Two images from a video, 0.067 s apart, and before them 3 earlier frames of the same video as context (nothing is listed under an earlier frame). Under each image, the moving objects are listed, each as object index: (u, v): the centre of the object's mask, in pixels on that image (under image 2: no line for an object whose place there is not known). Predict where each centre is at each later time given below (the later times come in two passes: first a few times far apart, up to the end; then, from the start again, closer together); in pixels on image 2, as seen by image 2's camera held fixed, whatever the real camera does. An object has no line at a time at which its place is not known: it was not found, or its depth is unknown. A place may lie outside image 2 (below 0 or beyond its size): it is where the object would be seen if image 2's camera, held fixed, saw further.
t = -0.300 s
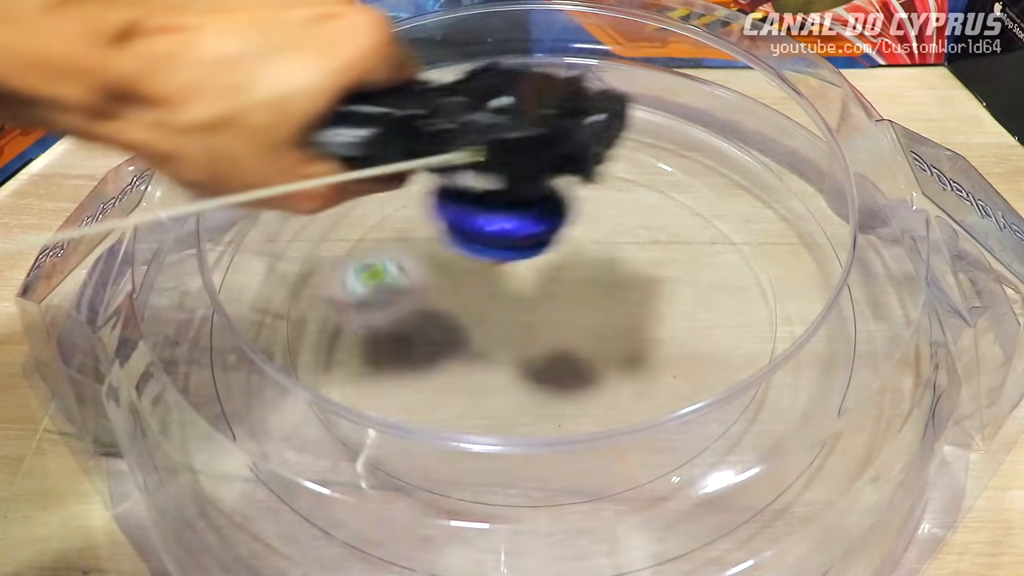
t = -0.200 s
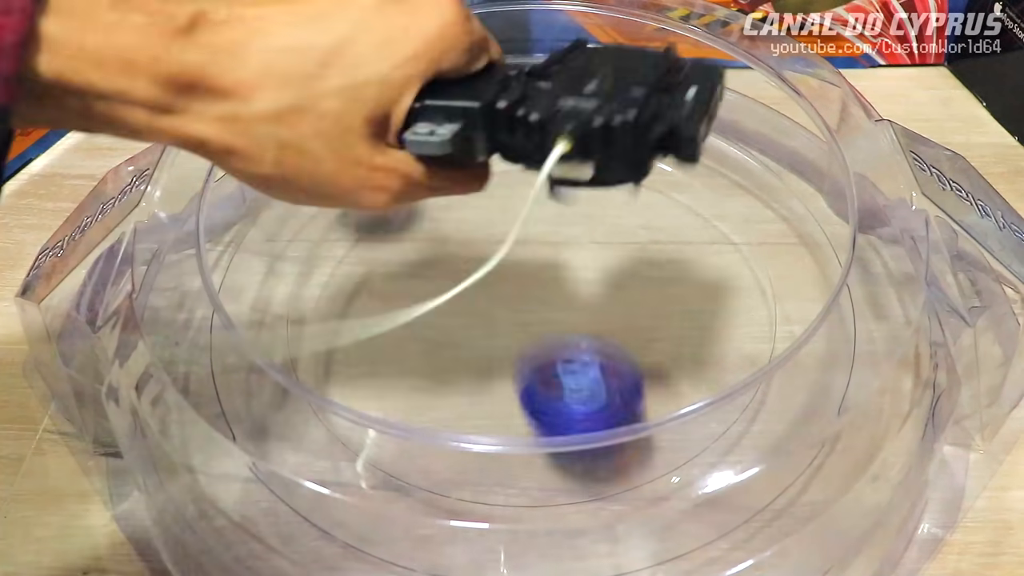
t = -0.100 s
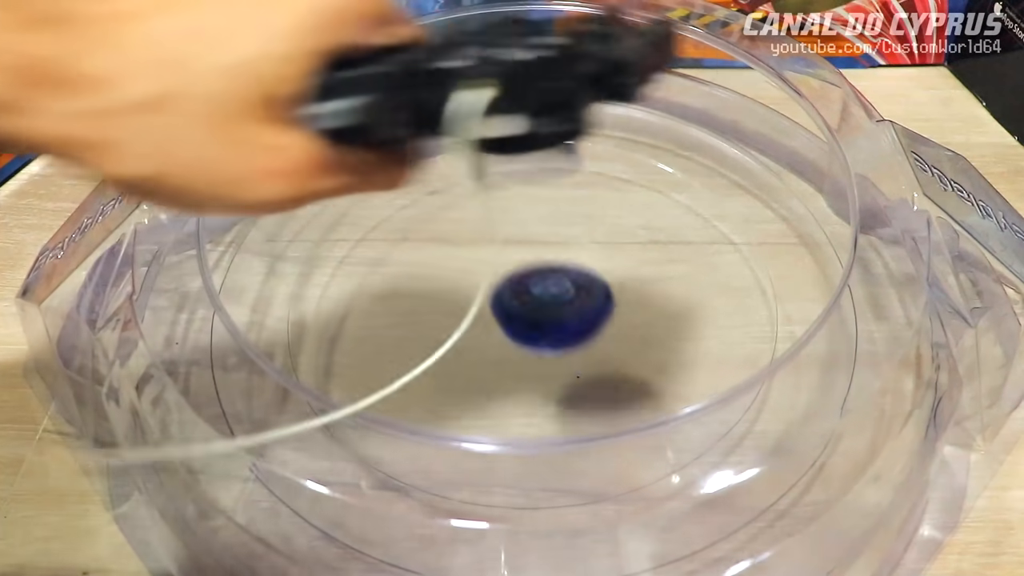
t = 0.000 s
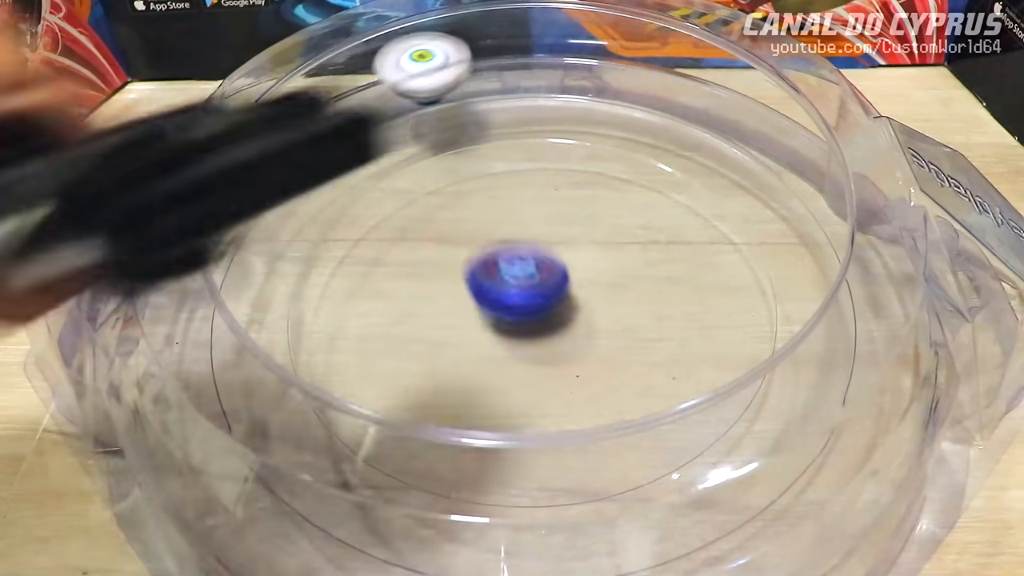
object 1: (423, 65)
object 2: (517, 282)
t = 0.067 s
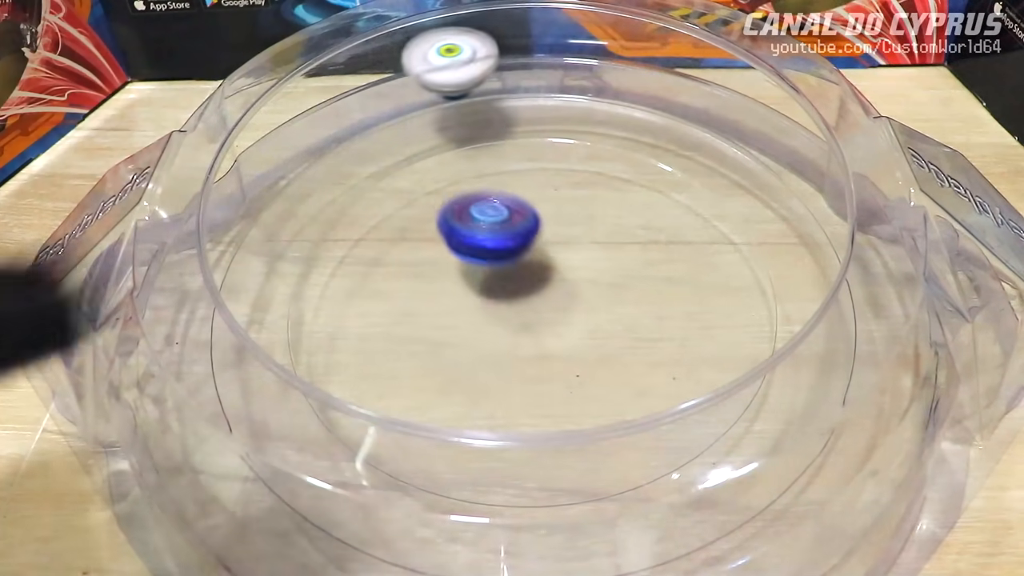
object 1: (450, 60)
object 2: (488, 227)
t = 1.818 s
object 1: (710, 370)
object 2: (440, 82)
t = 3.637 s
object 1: (429, 152)
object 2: (842, 276)
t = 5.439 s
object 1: (521, 385)
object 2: (259, 428)
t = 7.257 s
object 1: (652, 387)
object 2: (482, 107)
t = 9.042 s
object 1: (421, 89)
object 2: (448, 268)
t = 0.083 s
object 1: (457, 59)
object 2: (482, 223)
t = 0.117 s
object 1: (470, 58)
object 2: (472, 223)
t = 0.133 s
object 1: (477, 57)
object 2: (466, 215)
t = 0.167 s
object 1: (490, 56)
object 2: (455, 208)
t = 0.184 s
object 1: (496, 57)
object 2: (450, 203)
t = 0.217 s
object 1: (509, 57)
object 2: (439, 199)
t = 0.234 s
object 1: (515, 58)
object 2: (434, 203)
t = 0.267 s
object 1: (528, 58)
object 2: (423, 203)
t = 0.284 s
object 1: (536, 59)
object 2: (418, 207)
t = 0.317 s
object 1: (554, 63)
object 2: (407, 213)
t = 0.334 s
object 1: (565, 66)
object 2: (401, 218)
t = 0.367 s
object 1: (589, 77)
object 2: (389, 228)
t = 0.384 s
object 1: (601, 83)
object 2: (383, 233)
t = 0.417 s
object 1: (618, 92)
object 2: (369, 247)
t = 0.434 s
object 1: (625, 97)
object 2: (360, 253)
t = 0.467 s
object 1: (638, 108)
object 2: (341, 268)
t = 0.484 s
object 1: (644, 114)
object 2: (331, 275)
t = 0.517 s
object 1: (656, 126)
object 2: (310, 291)
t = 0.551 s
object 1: (669, 146)
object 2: (292, 308)
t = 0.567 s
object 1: (676, 159)
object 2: (289, 317)
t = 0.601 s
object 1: (688, 191)
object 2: (280, 336)
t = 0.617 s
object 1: (695, 208)
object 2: (275, 344)
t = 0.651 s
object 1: (707, 249)
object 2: (266, 354)
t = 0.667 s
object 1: (709, 272)
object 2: (257, 359)
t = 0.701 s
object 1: (703, 321)
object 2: (251, 359)
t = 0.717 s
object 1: (693, 342)
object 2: (247, 356)
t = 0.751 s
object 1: (656, 390)
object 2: (240, 347)
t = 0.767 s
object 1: (635, 412)
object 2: (237, 340)
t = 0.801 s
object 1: (576, 447)
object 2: (231, 322)
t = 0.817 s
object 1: (538, 457)
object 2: (228, 312)
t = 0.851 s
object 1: (460, 466)
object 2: (222, 289)
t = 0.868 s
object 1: (419, 482)
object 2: (218, 277)
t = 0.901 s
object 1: (356, 482)
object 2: (224, 259)
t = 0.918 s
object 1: (331, 481)
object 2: (231, 252)
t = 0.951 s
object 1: (289, 472)
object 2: (245, 237)
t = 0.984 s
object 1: (263, 455)
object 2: (247, 221)
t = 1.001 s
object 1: (243, 446)
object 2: (249, 214)
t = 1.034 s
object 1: (216, 427)
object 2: (253, 206)
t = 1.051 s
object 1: (203, 420)
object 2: (256, 204)
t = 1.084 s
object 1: (186, 409)
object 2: (262, 199)
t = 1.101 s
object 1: (181, 403)
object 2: (265, 195)
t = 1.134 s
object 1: (183, 385)
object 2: (269, 185)
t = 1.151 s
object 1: (185, 376)
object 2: (271, 181)
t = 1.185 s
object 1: (186, 362)
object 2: (274, 178)
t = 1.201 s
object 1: (189, 353)
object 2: (276, 179)
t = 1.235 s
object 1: (194, 338)
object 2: (278, 180)
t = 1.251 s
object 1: (202, 327)
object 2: (280, 179)
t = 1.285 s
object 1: (217, 307)
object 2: (284, 173)
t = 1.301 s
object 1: (224, 298)
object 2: (287, 169)
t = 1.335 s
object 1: (241, 284)
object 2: (291, 161)
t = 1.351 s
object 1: (243, 277)
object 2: (293, 159)
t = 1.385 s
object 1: (260, 263)
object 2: (298, 160)
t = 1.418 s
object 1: (270, 251)
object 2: (302, 160)
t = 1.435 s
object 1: (278, 244)
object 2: (304, 158)
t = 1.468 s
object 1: (295, 231)
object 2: (311, 151)
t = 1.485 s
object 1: (306, 224)
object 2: (316, 145)
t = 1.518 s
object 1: (333, 211)
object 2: (324, 136)
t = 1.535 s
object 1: (349, 203)
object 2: (328, 132)
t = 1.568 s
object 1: (391, 206)
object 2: (333, 117)
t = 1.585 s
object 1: (421, 221)
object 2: (335, 98)
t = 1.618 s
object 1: (479, 245)
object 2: (349, 90)
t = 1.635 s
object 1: (508, 254)
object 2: (358, 87)
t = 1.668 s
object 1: (562, 271)
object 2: (372, 79)
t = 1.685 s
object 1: (584, 280)
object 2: (383, 85)
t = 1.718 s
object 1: (625, 299)
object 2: (400, 81)
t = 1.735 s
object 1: (643, 311)
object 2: (409, 80)
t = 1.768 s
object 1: (675, 333)
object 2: (425, 81)
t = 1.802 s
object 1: (691, 352)
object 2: (435, 80)
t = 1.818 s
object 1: (710, 370)
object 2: (440, 82)
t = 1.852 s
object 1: (724, 403)
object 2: (451, 91)
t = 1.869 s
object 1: (727, 418)
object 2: (457, 91)
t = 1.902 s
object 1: (748, 455)
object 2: (470, 93)
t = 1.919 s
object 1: (754, 465)
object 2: (476, 91)
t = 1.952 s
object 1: (760, 473)
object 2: (490, 87)
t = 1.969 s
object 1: (762, 483)
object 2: (498, 83)
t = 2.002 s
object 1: (764, 504)
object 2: (514, 75)
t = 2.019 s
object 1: (764, 505)
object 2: (521, 72)
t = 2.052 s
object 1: (759, 507)
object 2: (532, 77)
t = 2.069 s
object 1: (760, 507)
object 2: (537, 76)
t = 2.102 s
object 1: (760, 510)
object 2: (549, 76)
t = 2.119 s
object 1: (757, 509)
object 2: (555, 75)
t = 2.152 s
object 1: (752, 507)
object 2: (561, 75)
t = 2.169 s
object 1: (749, 506)
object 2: (562, 76)
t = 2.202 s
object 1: (738, 498)
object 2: (563, 79)
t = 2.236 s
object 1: (728, 495)
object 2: (569, 80)
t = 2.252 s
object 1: (716, 495)
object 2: (574, 79)
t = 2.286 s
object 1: (690, 492)
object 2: (585, 77)
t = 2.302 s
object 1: (682, 486)
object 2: (590, 77)
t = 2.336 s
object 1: (666, 479)
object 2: (593, 79)
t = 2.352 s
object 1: (658, 469)
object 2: (594, 81)
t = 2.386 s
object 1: (646, 454)
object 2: (600, 83)
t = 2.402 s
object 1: (639, 448)
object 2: (604, 83)
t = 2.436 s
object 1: (621, 437)
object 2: (618, 83)
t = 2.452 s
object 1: (607, 429)
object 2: (624, 83)
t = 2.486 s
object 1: (576, 415)
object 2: (631, 84)
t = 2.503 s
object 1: (557, 398)
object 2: (632, 85)
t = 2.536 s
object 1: (521, 390)
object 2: (629, 87)
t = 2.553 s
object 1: (504, 383)
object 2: (627, 87)
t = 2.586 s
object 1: (473, 359)
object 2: (627, 89)
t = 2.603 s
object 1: (464, 344)
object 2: (630, 90)
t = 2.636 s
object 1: (450, 312)
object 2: (640, 93)
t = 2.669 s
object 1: (450, 278)
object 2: (655, 96)
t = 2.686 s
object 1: (454, 260)
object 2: (664, 97)
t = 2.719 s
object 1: (469, 228)
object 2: (682, 100)
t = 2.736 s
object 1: (480, 216)
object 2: (689, 102)
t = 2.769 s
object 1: (505, 193)
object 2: (695, 106)
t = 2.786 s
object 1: (519, 184)
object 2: (696, 108)
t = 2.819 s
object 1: (549, 171)
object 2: (699, 113)
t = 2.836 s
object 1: (565, 165)
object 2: (703, 115)
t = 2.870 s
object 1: (593, 161)
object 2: (715, 120)
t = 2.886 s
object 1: (606, 160)
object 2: (722, 123)
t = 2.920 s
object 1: (634, 161)
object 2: (739, 129)
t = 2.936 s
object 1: (645, 163)
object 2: (746, 131)
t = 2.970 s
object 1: (663, 173)
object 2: (757, 136)
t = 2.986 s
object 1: (661, 183)
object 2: (758, 139)
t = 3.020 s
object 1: (659, 201)
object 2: (760, 149)
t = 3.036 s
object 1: (654, 212)
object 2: (763, 154)
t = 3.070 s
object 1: (640, 236)
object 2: (773, 161)
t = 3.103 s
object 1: (620, 263)
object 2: (788, 168)
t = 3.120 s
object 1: (608, 274)
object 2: (794, 171)
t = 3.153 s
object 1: (580, 295)
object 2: (794, 177)
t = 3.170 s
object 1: (561, 303)
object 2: (794, 180)
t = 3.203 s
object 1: (527, 313)
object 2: (797, 188)
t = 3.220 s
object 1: (506, 314)
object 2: (800, 192)
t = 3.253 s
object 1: (471, 310)
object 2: (808, 199)
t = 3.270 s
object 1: (451, 306)
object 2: (811, 202)
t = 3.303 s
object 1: (420, 288)
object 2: (820, 207)
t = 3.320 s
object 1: (405, 279)
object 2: (816, 210)
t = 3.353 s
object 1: (385, 256)
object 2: (808, 214)
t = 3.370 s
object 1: (377, 246)
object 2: (812, 216)
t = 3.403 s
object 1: (367, 226)
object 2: (818, 224)
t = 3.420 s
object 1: (363, 216)
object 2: (825, 228)
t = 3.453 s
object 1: (360, 195)
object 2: (837, 236)
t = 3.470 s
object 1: (361, 186)
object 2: (841, 239)
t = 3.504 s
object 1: (364, 171)
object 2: (835, 244)
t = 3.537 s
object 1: (374, 161)
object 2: (828, 247)
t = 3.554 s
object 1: (382, 156)
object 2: (827, 250)
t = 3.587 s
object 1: (399, 152)
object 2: (830, 258)
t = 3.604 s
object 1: (408, 149)
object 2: (833, 264)
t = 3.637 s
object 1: (429, 152)
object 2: (842, 276)
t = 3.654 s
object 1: (439, 154)
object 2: (847, 283)
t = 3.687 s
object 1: (463, 161)
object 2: (852, 292)
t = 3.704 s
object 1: (475, 167)
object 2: (849, 295)
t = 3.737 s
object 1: (501, 182)
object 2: (840, 298)
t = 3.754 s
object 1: (512, 191)
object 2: (837, 301)
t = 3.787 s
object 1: (535, 211)
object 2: (836, 309)
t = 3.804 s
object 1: (545, 222)
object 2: (837, 315)
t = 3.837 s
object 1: (565, 249)
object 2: (841, 330)
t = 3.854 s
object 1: (572, 265)
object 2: (844, 339)
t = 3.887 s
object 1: (581, 294)
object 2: (846, 350)
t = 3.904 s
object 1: (583, 311)
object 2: (844, 353)
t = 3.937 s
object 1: (581, 337)
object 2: (839, 355)
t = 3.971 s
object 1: (569, 363)
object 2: (832, 354)
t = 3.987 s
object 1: (563, 374)
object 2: (828, 355)
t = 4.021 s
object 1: (543, 389)
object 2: (822, 362)
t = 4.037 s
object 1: (531, 395)
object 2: (819, 368)
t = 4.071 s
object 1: (502, 415)
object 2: (814, 382)
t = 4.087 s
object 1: (487, 421)
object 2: (812, 390)
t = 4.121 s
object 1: (451, 428)
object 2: (805, 407)
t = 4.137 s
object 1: (434, 431)
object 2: (802, 416)
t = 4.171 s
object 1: (401, 426)
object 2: (797, 431)
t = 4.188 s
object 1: (384, 430)
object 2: (793, 436)
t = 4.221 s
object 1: (357, 410)
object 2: (785, 439)
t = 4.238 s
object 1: (347, 405)
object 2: (781, 438)
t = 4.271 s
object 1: (332, 391)
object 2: (772, 441)
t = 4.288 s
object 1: (327, 385)
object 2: (767, 443)
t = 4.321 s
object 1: (325, 368)
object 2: (754, 453)
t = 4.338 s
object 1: (327, 353)
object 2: (748, 457)
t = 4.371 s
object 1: (322, 338)
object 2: (736, 469)
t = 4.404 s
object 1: (329, 320)
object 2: (722, 480)
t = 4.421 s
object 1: (334, 309)
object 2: (714, 487)
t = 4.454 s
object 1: (353, 290)
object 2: (700, 497)
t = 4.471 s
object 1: (362, 282)
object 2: (692, 499)
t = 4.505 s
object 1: (387, 266)
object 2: (677, 503)
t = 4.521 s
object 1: (400, 259)
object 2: (669, 507)
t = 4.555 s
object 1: (431, 246)
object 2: (654, 512)
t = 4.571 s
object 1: (449, 240)
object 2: (645, 515)
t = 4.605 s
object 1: (488, 231)
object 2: (628, 519)
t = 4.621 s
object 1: (509, 227)
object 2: (621, 520)
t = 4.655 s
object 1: (551, 222)
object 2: (604, 522)
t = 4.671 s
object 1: (572, 221)
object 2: (594, 523)
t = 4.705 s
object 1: (613, 221)
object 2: (577, 525)
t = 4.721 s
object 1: (632, 223)
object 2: (566, 525)
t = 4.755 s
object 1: (666, 231)
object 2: (546, 526)
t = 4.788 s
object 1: (696, 243)
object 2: (527, 526)
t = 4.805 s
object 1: (711, 250)
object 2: (518, 526)
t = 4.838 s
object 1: (735, 269)
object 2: (500, 527)
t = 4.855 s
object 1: (746, 281)
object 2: (495, 526)
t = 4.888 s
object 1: (760, 299)
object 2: (481, 523)
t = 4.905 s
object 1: (759, 308)
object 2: (471, 523)
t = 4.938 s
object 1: (750, 325)
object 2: (452, 522)
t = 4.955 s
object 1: (753, 343)
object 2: (443, 520)
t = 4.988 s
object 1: (753, 361)
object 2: (425, 519)
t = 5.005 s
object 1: (753, 367)
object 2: (417, 518)
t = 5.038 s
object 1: (751, 373)
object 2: (401, 515)
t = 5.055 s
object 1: (755, 379)
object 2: (395, 513)
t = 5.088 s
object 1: (752, 379)
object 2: (383, 507)
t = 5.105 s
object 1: (753, 380)
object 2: (376, 504)
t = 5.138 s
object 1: (751, 379)
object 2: (361, 498)
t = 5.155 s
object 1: (749, 380)
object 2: (354, 496)
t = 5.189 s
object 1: (744, 381)
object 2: (338, 488)
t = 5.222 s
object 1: (732, 385)
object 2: (325, 482)
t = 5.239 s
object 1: (721, 389)
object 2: (320, 477)
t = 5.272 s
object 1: (695, 396)
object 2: (308, 470)
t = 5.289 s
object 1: (680, 399)
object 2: (303, 466)
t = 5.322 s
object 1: (645, 401)
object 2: (294, 458)
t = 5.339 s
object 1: (630, 403)
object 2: (288, 454)
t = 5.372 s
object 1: (590, 393)
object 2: (278, 445)
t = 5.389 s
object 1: (572, 393)
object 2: (273, 441)
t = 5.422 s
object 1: (538, 390)
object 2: (264, 432)
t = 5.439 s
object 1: (521, 385)
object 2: (259, 428)
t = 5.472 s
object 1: (488, 371)
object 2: (252, 416)
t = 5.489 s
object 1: (474, 359)
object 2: (249, 411)
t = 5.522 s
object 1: (448, 334)
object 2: (242, 399)
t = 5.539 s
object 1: (438, 319)
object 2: (238, 394)
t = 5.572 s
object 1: (425, 288)
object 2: (234, 383)
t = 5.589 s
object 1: (421, 272)
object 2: (233, 379)
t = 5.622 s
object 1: (421, 240)
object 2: (228, 369)
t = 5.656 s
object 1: (427, 213)
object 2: (224, 360)
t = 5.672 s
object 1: (433, 198)
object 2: (222, 354)
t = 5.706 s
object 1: (448, 174)
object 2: (220, 343)
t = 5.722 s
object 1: (459, 164)
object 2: (220, 338)
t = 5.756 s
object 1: (481, 145)
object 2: (219, 328)
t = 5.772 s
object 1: (491, 138)
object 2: (218, 324)
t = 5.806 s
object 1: (516, 124)
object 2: (219, 314)
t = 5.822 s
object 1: (528, 118)
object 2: (217, 308)
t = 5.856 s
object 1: (552, 111)
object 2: (219, 297)
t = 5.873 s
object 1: (566, 110)
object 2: (219, 293)
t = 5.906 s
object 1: (592, 112)
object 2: (222, 283)
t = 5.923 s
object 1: (604, 115)
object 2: (224, 279)
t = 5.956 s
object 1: (628, 124)
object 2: (224, 270)
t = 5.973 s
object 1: (641, 131)
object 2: (225, 264)
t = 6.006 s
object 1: (659, 147)
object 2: (229, 256)
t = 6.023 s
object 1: (668, 158)
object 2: (232, 251)
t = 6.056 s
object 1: (678, 177)
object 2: (243, 242)
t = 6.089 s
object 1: (683, 198)
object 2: (244, 234)
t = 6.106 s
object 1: (682, 210)
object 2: (245, 231)
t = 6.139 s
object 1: (680, 234)
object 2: (247, 224)
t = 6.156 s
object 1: (677, 246)
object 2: (249, 220)
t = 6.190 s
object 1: (665, 274)
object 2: (252, 211)
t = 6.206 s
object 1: (658, 288)
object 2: (254, 207)
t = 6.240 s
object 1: (635, 317)
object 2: (258, 200)
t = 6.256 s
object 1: (618, 331)
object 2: (261, 196)
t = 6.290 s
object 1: (581, 354)
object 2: (267, 189)
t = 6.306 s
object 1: (560, 363)
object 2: (270, 186)
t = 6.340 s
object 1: (514, 373)
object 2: (276, 178)
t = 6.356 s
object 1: (494, 375)
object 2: (280, 174)
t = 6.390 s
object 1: (451, 374)
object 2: (287, 168)
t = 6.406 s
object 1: (429, 371)
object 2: (291, 165)
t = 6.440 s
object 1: (392, 361)
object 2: (297, 159)
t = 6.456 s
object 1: (378, 354)
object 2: (301, 155)
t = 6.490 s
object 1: (350, 337)
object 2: (309, 149)
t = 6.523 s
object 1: (329, 315)
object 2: (316, 144)
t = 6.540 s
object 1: (318, 303)
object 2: (319, 141)
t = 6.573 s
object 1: (305, 280)
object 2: (326, 137)
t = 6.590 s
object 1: (302, 269)
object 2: (329, 135)
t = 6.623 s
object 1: (300, 249)
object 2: (336, 131)
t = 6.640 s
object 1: (302, 240)
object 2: (339, 129)
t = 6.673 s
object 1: (316, 226)
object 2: (346, 124)
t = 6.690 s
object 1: (323, 216)
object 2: (349, 123)
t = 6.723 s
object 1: (341, 202)
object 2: (358, 119)
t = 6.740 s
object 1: (350, 198)
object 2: (362, 118)
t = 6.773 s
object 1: (371, 190)
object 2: (370, 114)
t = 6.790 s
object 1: (383, 186)
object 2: (374, 113)
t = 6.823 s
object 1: (406, 182)
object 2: (381, 110)
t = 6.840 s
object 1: (419, 183)
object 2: (385, 110)
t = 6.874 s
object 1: (444, 182)
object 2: (393, 109)
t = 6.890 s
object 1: (458, 184)
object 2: (396, 108)
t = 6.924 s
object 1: (489, 189)
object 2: (405, 106)
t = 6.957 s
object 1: (522, 197)
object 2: (413, 104)
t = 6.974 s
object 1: (539, 203)
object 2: (417, 103)
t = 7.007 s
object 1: (572, 216)
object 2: (425, 103)
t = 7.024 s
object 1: (587, 226)
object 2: (428, 103)
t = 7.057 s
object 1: (617, 245)
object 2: (436, 103)
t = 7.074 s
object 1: (631, 255)
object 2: (440, 103)
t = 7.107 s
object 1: (652, 279)
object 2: (448, 102)
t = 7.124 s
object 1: (659, 292)
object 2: (453, 103)
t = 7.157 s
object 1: (669, 316)
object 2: (461, 103)
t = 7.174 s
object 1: (670, 327)
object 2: (465, 103)
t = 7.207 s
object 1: (669, 350)
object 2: (472, 105)
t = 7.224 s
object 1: (664, 362)
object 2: (475, 106)
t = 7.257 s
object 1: (652, 387)
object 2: (482, 107)
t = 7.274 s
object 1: (638, 383)
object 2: (486, 108)
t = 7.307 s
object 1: (626, 411)
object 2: (490, 113)
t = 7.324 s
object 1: (617, 420)
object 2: (491, 119)
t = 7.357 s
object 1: (595, 433)
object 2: (488, 131)
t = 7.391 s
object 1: (570, 439)
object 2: (483, 147)
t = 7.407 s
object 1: (559, 439)
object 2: (477, 157)
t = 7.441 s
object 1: (531, 442)
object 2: (468, 177)
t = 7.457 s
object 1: (514, 441)
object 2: (463, 189)
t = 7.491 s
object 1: (487, 435)
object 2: (459, 212)
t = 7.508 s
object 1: (477, 431)
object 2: (457, 225)
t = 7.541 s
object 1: (454, 418)
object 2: (459, 251)
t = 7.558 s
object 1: (443, 408)
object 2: (461, 264)
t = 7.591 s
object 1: (429, 388)
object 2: (471, 291)
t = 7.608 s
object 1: (421, 382)
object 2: (478, 301)
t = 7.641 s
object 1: (410, 368)
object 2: (500, 319)
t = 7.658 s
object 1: (406, 357)
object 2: (509, 328)
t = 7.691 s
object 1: (402, 333)
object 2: (529, 341)
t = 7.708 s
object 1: (404, 321)
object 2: (541, 344)
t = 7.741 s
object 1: (409, 296)
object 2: (566, 348)
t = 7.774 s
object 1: (421, 270)
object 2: (593, 347)
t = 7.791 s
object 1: (430, 258)
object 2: (605, 346)
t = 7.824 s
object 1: (449, 235)
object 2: (630, 340)
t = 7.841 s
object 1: (460, 224)
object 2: (641, 337)
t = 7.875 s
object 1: (485, 205)
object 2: (664, 328)
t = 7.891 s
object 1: (500, 198)
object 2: (674, 324)
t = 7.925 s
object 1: (527, 185)
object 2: (691, 312)
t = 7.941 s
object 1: (540, 178)
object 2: (698, 306)
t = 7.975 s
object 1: (568, 171)
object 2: (707, 291)
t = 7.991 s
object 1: (583, 169)
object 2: (708, 284)
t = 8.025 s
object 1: (608, 166)
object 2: (705, 270)
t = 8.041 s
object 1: (620, 166)
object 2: (701, 264)
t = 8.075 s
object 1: (643, 169)
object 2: (684, 252)
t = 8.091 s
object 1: (651, 170)
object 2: (675, 250)
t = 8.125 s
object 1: (659, 161)
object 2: (656, 258)
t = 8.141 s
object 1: (660, 156)
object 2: (646, 264)
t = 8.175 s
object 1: (668, 142)
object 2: (619, 275)
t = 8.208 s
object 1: (674, 134)
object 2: (591, 287)
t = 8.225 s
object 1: (677, 130)
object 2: (579, 293)
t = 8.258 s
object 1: (679, 123)
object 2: (553, 306)
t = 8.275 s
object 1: (680, 118)
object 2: (543, 312)
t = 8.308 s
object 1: (677, 108)
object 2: (525, 325)
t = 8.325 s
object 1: (675, 102)
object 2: (518, 331)
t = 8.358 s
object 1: (670, 92)
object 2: (508, 342)
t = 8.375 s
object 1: (664, 88)
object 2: (504, 348)
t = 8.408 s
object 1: (656, 88)
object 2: (502, 359)
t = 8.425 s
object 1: (649, 90)
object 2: (501, 365)
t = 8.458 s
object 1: (637, 94)
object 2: (503, 376)
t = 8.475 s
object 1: (632, 94)
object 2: (505, 381)
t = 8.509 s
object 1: (620, 96)
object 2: (509, 389)
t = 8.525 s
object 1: (617, 93)
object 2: (513, 393)
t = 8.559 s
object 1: (605, 90)
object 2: (519, 398)
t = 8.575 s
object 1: (600, 87)
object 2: (525, 400)
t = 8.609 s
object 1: (587, 82)
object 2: (535, 401)
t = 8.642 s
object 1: (574, 78)
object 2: (546, 400)
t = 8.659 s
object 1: (568, 76)
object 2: (552, 399)
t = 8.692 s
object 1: (554, 73)
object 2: (559, 394)
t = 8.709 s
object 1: (547, 72)
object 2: (561, 390)
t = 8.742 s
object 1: (534, 70)
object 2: (564, 381)
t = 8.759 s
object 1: (529, 72)
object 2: (563, 372)
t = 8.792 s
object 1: (519, 73)
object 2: (559, 357)
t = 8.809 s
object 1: (514, 73)
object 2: (557, 348)
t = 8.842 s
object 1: (500, 73)
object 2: (548, 330)
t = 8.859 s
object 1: (493, 74)
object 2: (542, 322)
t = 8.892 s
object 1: (480, 75)
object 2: (527, 305)
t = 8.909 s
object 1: (473, 77)
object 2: (518, 298)
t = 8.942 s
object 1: (460, 78)
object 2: (501, 285)
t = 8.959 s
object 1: (453, 80)
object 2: (492, 280)
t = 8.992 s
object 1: (441, 83)
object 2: (474, 273)
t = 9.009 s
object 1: (434, 85)
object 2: (465, 270)
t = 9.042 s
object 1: (421, 89)
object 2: (448, 268)
